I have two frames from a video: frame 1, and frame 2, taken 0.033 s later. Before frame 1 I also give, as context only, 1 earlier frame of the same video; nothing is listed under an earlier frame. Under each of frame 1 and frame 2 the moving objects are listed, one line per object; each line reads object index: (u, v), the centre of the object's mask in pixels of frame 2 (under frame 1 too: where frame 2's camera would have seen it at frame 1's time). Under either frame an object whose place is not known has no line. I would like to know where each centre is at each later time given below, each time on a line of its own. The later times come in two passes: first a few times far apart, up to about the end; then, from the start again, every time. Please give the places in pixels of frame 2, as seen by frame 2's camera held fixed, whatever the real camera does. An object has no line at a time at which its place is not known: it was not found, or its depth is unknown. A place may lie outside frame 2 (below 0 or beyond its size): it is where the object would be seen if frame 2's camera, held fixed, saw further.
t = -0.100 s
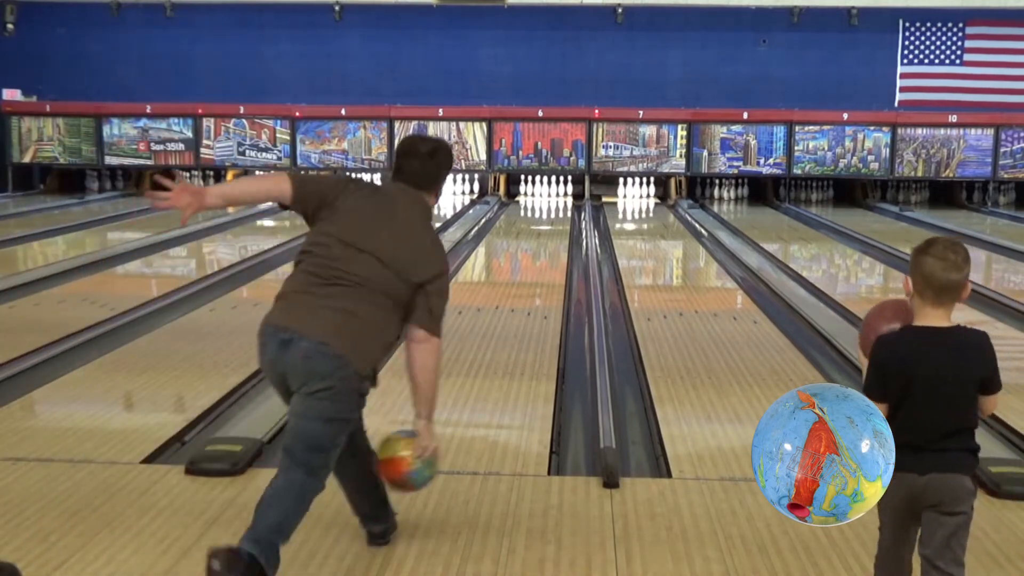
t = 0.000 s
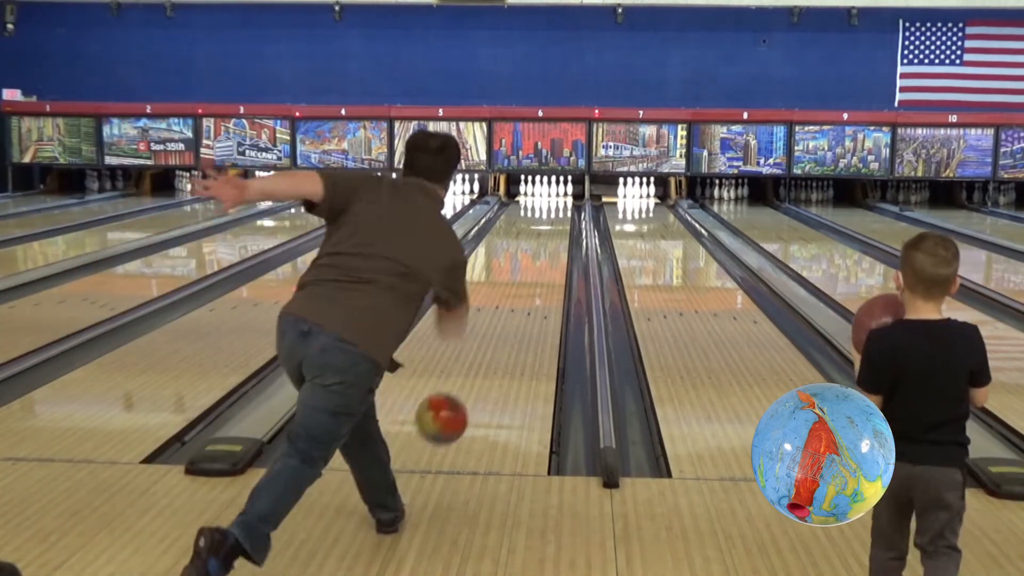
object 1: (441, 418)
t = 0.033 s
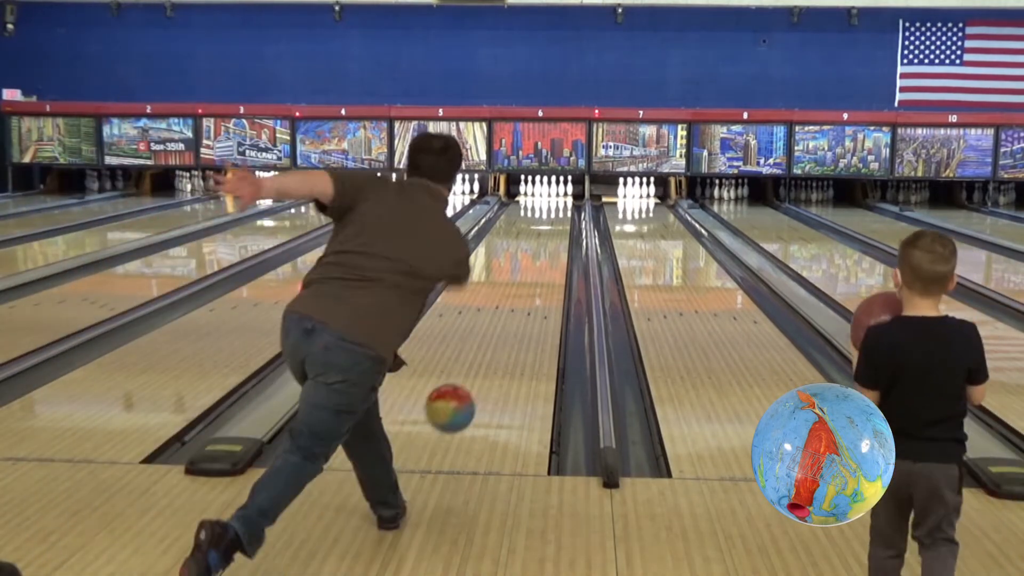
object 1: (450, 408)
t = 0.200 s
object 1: (482, 382)
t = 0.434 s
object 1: (510, 324)
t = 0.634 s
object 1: (525, 295)
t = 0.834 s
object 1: (536, 270)
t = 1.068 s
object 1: (546, 248)
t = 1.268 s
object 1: (551, 236)
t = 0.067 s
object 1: (458, 401)
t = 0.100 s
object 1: (464, 397)
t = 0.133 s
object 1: (471, 395)
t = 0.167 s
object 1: (476, 394)
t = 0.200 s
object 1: (482, 382)
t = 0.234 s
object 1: (487, 373)
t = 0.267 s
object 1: (492, 363)
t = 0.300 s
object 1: (496, 354)
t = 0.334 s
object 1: (500, 346)
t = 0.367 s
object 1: (504, 339)
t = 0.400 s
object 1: (507, 332)
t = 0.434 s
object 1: (510, 324)
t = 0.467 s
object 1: (513, 319)
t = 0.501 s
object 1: (516, 313)
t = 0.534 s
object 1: (519, 308)
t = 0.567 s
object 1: (521, 303)
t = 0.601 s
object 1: (524, 299)
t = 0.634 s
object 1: (525, 295)
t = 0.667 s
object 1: (531, 283)
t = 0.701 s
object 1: (530, 284)
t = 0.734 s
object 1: (532, 280)
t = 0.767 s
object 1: (534, 277)
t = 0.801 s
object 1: (535, 273)
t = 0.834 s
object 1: (536, 270)
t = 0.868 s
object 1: (538, 266)
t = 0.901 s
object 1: (540, 262)
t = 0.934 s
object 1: (541, 258)
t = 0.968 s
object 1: (543, 256)
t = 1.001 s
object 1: (543, 254)
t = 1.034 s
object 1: (545, 252)
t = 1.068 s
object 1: (546, 248)
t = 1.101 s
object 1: (547, 245)
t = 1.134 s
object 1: (548, 243)
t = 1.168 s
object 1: (549, 240)
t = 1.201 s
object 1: (550, 238)
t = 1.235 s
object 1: (550, 237)
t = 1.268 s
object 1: (551, 236)
